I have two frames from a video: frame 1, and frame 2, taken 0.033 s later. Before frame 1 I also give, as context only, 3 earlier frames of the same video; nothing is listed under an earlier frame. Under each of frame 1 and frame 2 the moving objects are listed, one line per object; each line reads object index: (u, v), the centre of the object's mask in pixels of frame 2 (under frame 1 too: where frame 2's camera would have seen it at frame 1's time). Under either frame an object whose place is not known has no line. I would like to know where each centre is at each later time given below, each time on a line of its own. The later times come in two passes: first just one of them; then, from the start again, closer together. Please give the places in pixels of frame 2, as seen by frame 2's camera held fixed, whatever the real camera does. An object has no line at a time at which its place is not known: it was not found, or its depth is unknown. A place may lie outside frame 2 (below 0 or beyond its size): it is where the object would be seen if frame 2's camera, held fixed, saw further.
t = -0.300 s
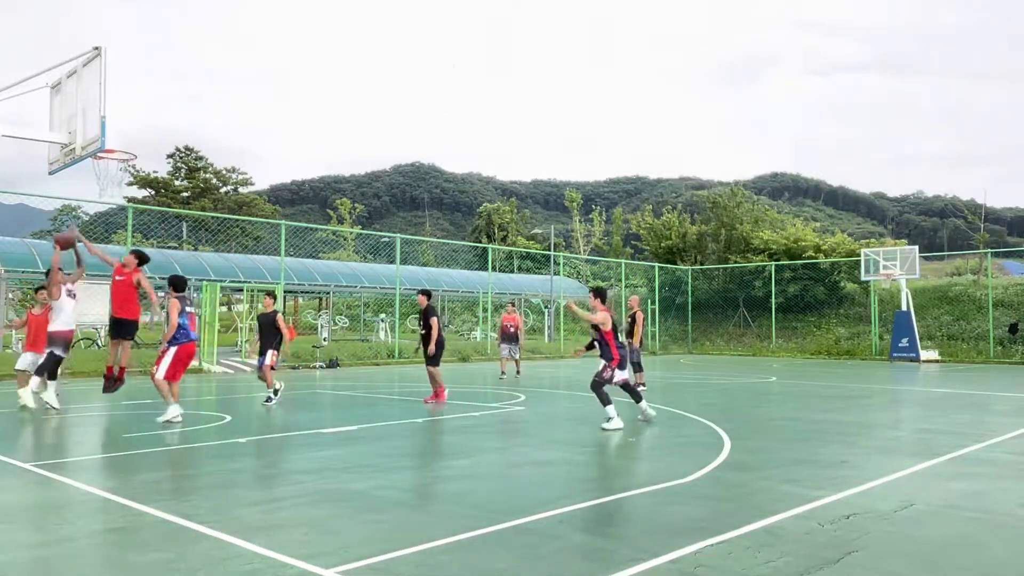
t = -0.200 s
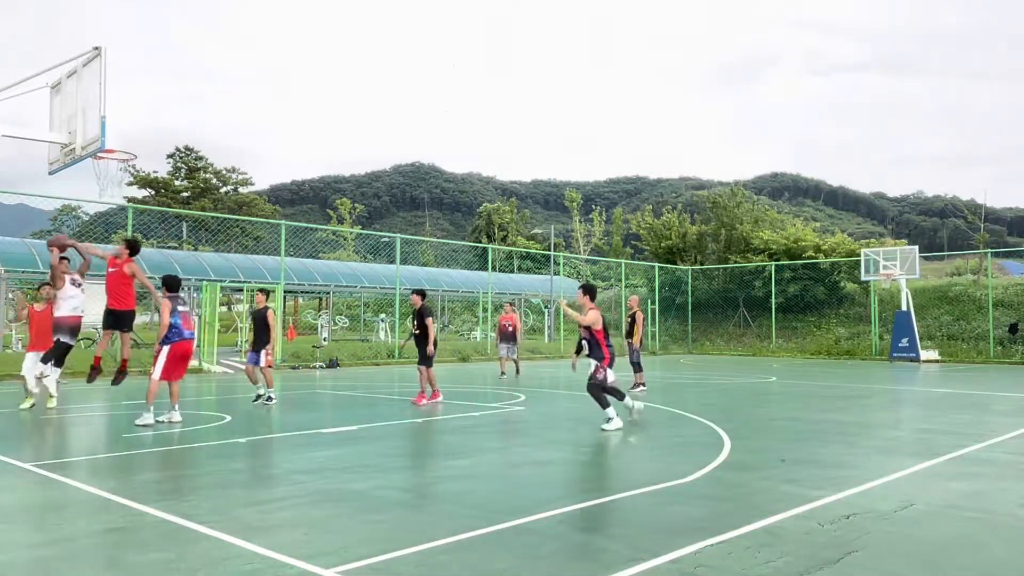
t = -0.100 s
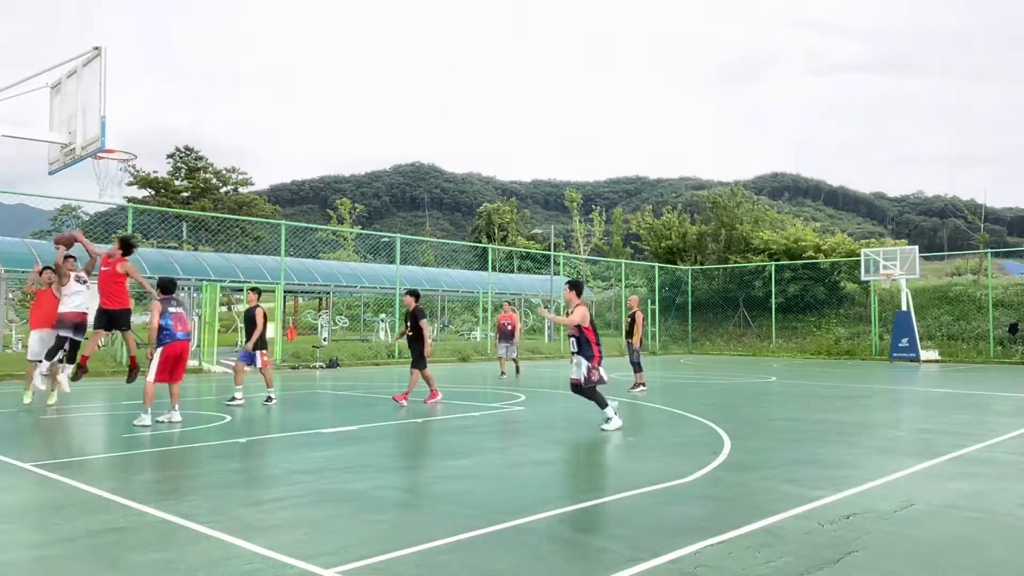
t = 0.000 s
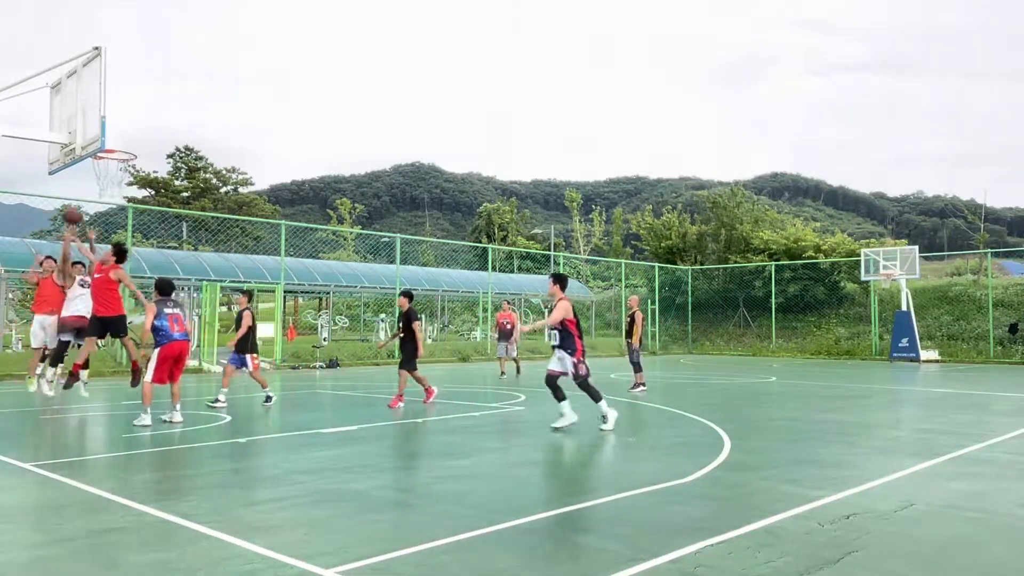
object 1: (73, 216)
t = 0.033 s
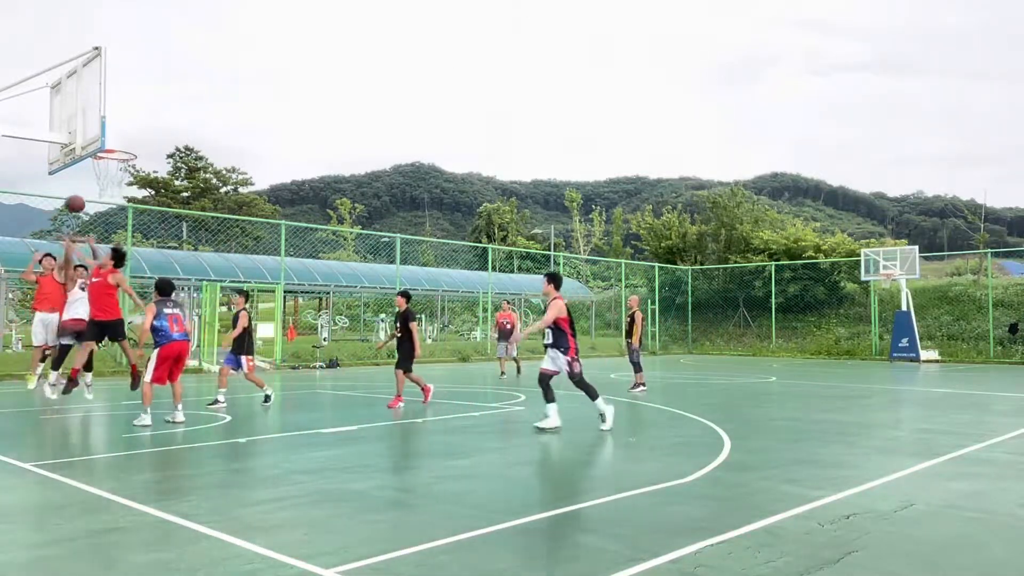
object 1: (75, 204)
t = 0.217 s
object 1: (89, 159)
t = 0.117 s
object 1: (81, 178)
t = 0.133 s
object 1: (82, 173)
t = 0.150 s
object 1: (83, 169)
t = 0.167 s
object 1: (85, 166)
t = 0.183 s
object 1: (86, 164)
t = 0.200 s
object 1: (88, 162)
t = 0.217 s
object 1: (89, 159)
